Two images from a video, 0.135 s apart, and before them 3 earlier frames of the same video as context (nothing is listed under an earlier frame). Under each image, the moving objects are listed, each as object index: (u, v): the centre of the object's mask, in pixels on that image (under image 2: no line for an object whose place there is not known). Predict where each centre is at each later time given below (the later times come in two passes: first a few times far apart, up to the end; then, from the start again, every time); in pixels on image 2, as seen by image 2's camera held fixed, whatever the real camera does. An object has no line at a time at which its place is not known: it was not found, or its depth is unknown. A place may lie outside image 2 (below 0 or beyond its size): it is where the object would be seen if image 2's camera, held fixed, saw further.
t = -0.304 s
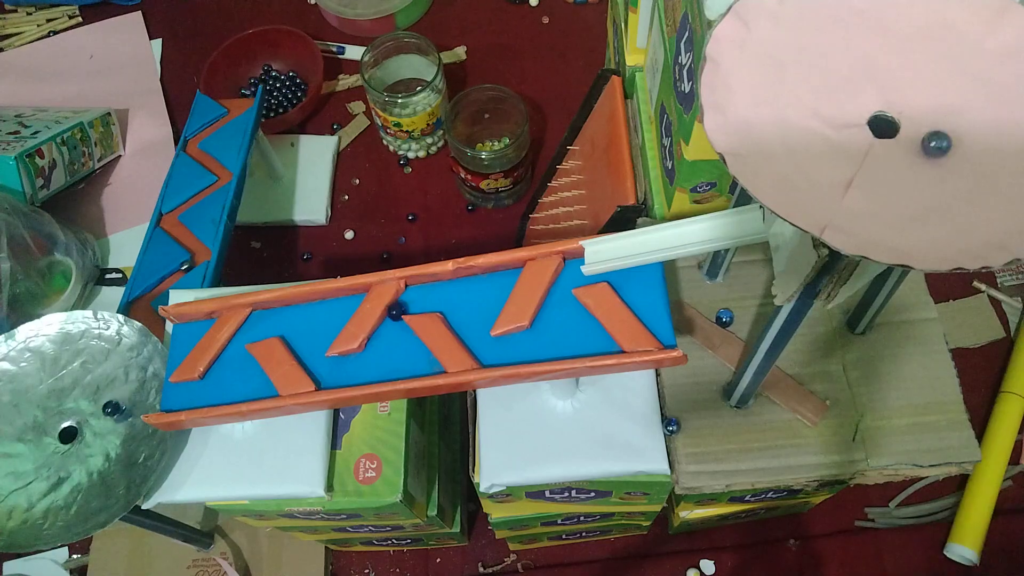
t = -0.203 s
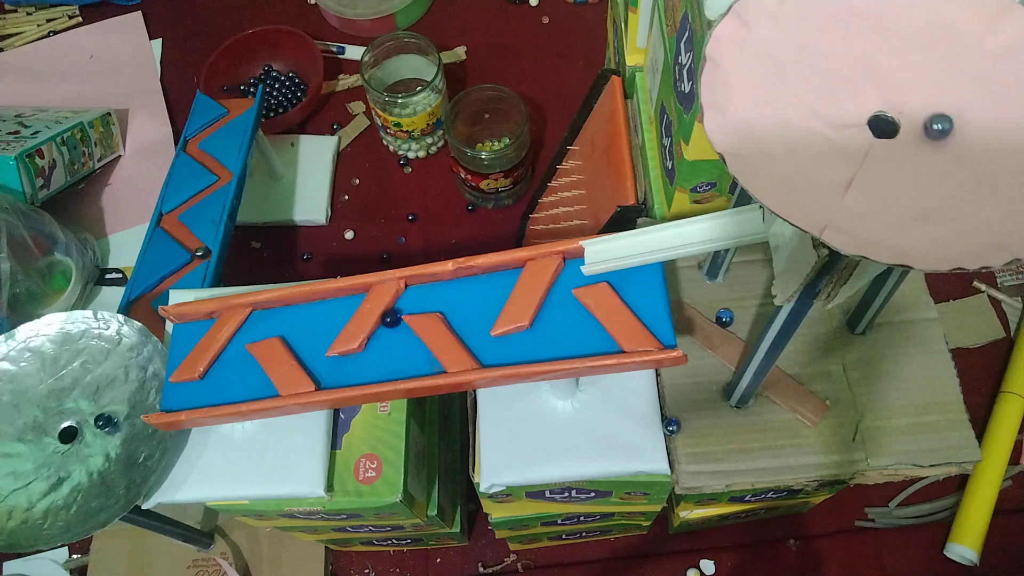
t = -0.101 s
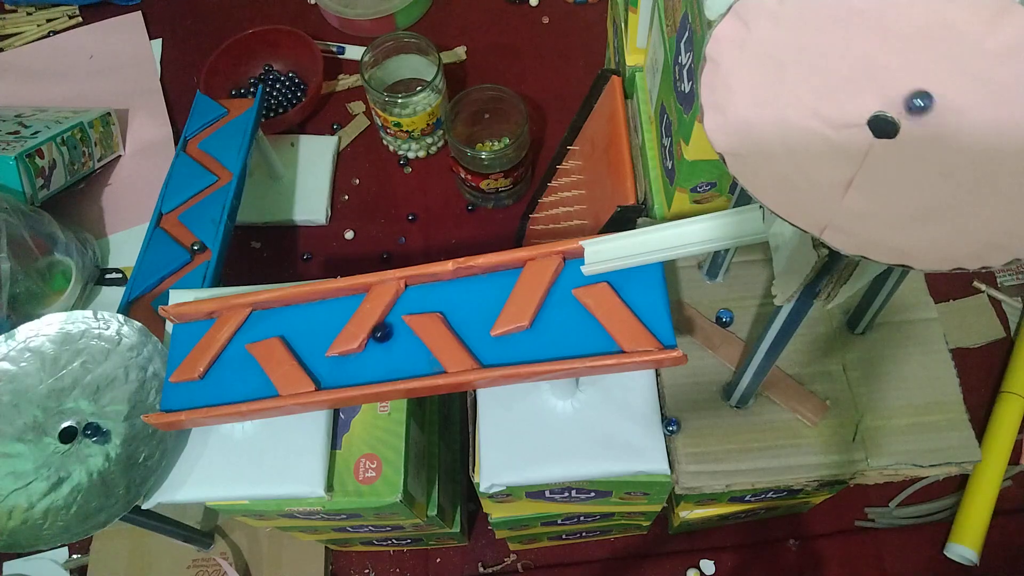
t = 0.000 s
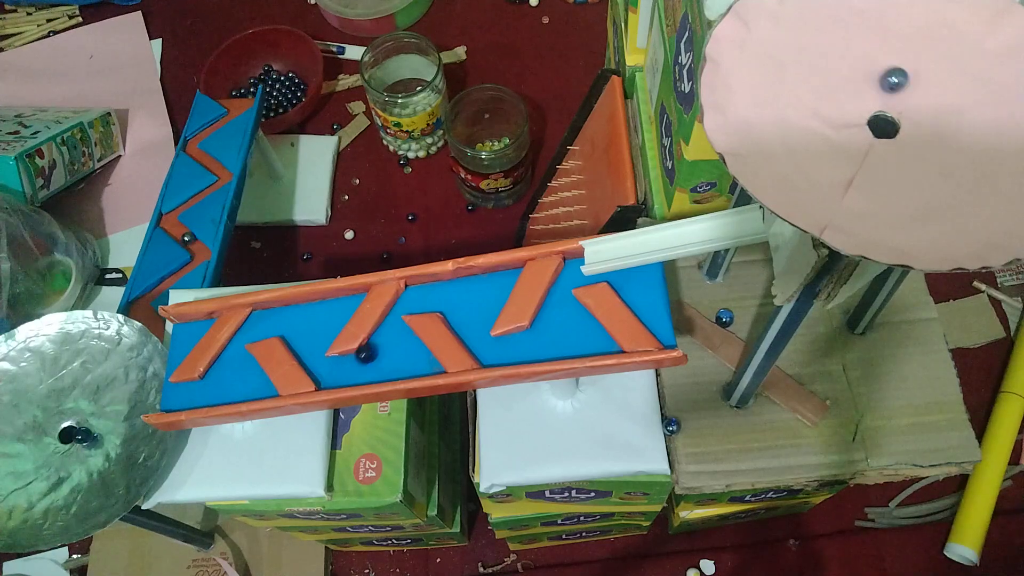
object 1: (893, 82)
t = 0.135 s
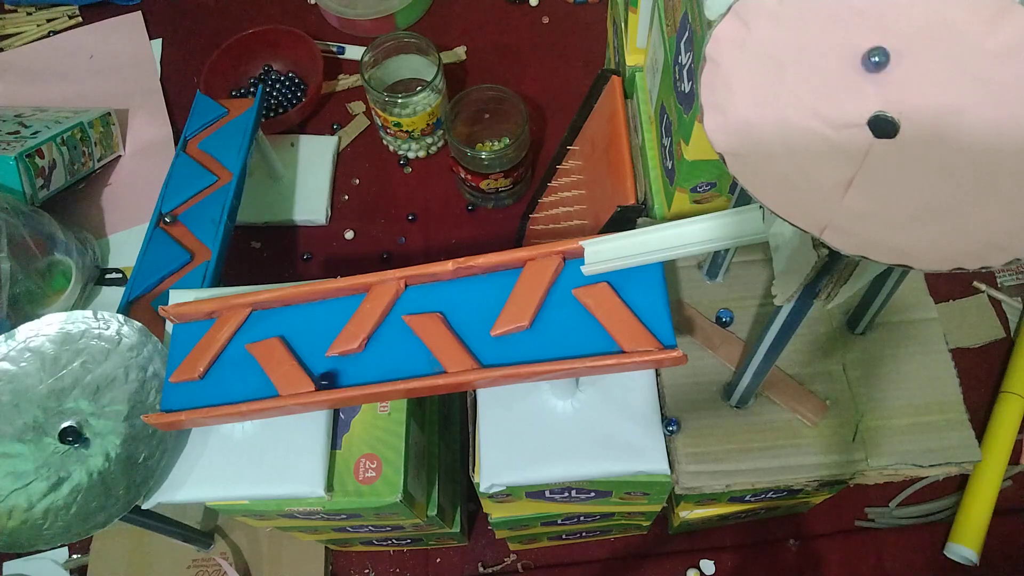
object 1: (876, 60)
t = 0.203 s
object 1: (873, 54)
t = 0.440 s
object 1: (878, 57)
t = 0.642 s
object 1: (910, 85)
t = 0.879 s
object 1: (930, 140)
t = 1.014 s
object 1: (901, 140)
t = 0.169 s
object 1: (874, 57)
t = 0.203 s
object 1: (873, 54)
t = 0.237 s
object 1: (872, 52)
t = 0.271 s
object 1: (872, 51)
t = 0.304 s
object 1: (872, 51)
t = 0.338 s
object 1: (873, 51)
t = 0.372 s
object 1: (874, 52)
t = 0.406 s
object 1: (876, 54)
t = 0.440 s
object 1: (878, 57)
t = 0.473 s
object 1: (881, 60)
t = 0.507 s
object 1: (886, 63)
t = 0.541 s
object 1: (892, 67)
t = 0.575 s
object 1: (898, 72)
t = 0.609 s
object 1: (904, 78)
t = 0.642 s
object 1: (910, 85)
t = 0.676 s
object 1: (915, 93)
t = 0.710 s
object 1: (919, 102)
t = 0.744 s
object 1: (923, 111)
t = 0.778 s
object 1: (927, 119)
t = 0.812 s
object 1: (930, 127)
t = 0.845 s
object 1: (932, 134)
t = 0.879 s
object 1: (930, 140)
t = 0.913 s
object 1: (925, 144)
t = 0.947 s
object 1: (918, 145)
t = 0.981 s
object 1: (910, 144)
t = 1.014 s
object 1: (901, 140)
